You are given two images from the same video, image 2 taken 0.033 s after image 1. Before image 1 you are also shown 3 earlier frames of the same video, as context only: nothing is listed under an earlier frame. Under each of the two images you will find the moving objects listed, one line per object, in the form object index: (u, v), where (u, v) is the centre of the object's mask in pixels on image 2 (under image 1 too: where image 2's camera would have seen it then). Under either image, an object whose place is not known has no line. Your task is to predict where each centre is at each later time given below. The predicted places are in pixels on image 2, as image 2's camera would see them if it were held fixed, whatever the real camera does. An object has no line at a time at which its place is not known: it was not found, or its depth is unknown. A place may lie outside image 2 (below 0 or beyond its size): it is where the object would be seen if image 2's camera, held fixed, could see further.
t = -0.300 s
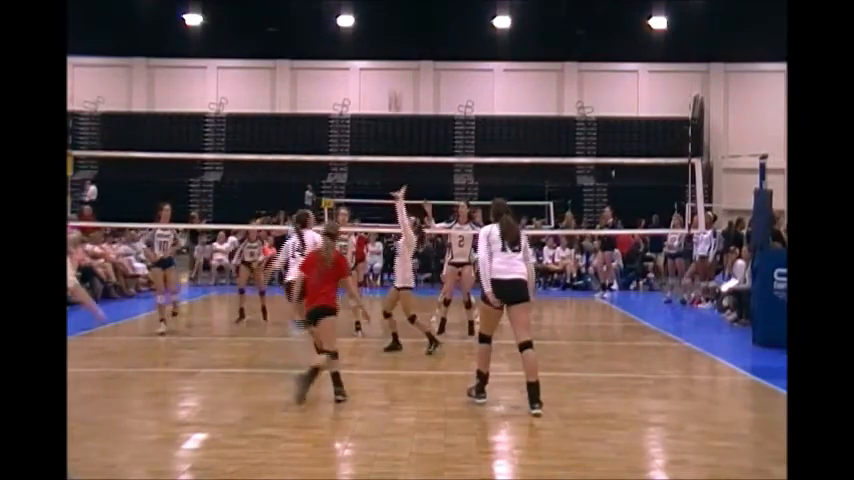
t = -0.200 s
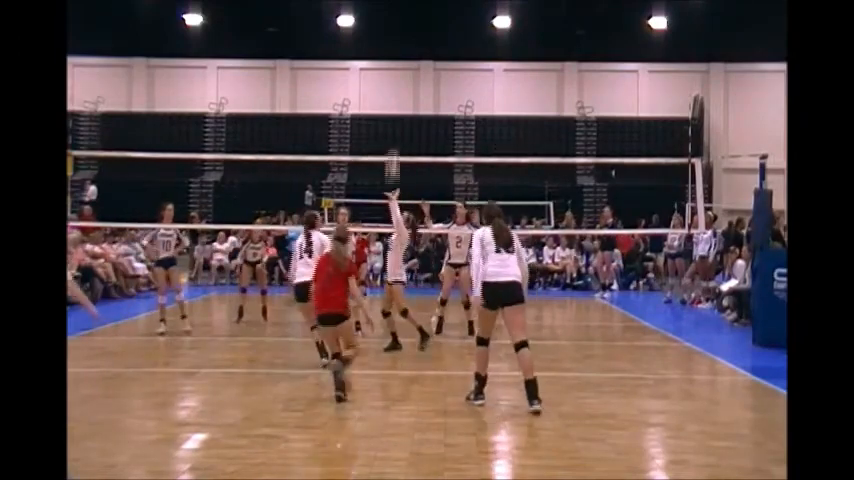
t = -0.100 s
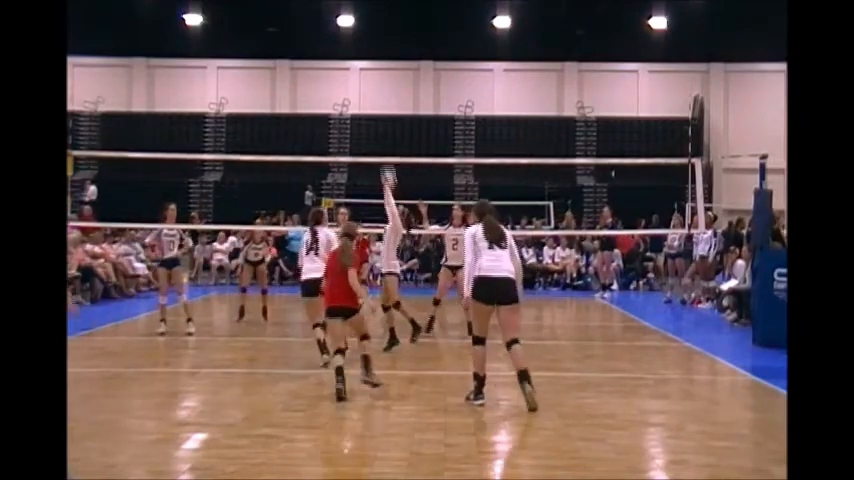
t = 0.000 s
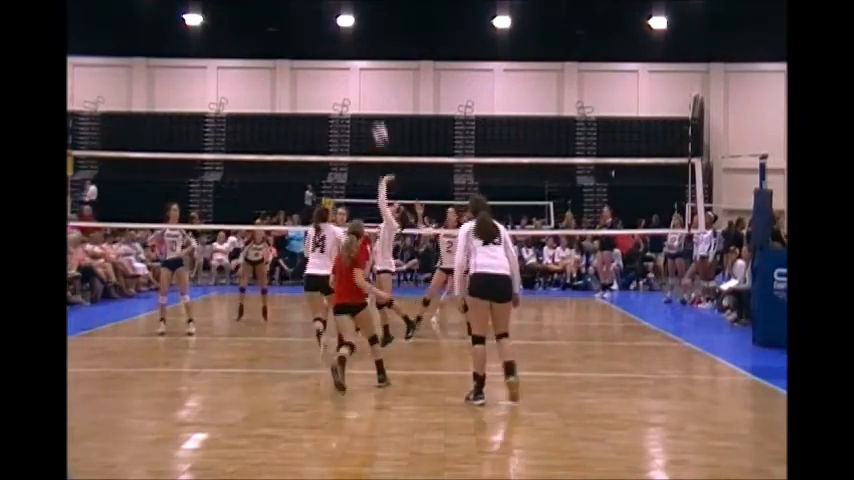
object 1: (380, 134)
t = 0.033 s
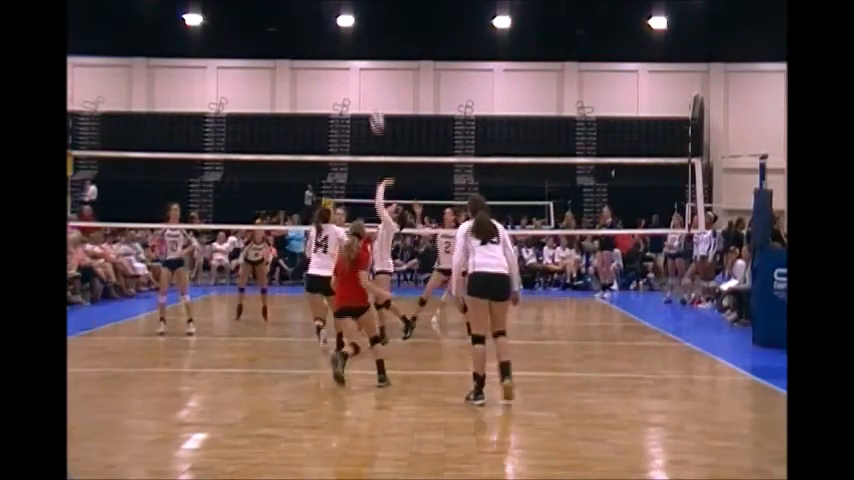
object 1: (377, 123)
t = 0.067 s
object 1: (374, 111)
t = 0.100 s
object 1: (371, 100)
